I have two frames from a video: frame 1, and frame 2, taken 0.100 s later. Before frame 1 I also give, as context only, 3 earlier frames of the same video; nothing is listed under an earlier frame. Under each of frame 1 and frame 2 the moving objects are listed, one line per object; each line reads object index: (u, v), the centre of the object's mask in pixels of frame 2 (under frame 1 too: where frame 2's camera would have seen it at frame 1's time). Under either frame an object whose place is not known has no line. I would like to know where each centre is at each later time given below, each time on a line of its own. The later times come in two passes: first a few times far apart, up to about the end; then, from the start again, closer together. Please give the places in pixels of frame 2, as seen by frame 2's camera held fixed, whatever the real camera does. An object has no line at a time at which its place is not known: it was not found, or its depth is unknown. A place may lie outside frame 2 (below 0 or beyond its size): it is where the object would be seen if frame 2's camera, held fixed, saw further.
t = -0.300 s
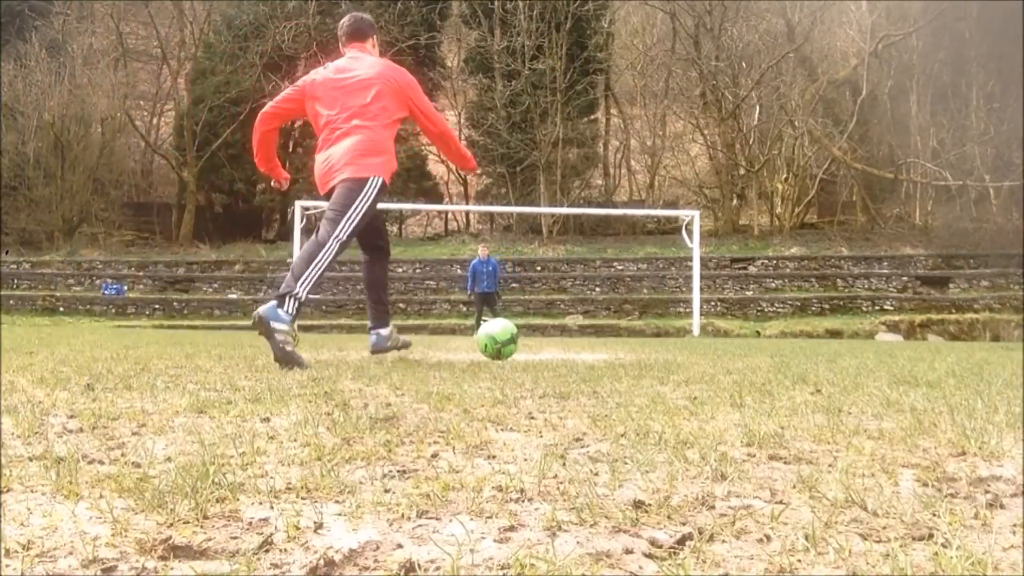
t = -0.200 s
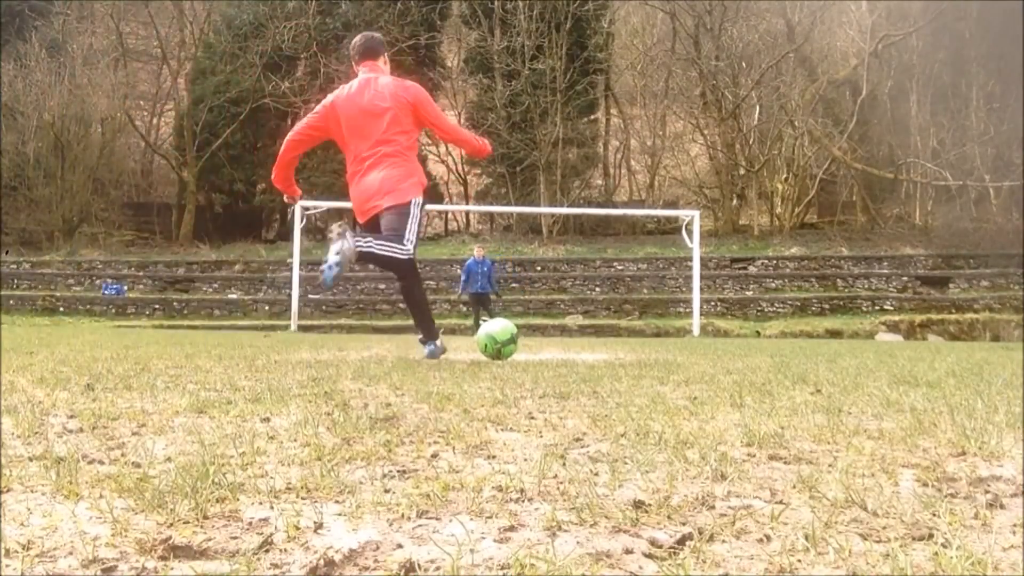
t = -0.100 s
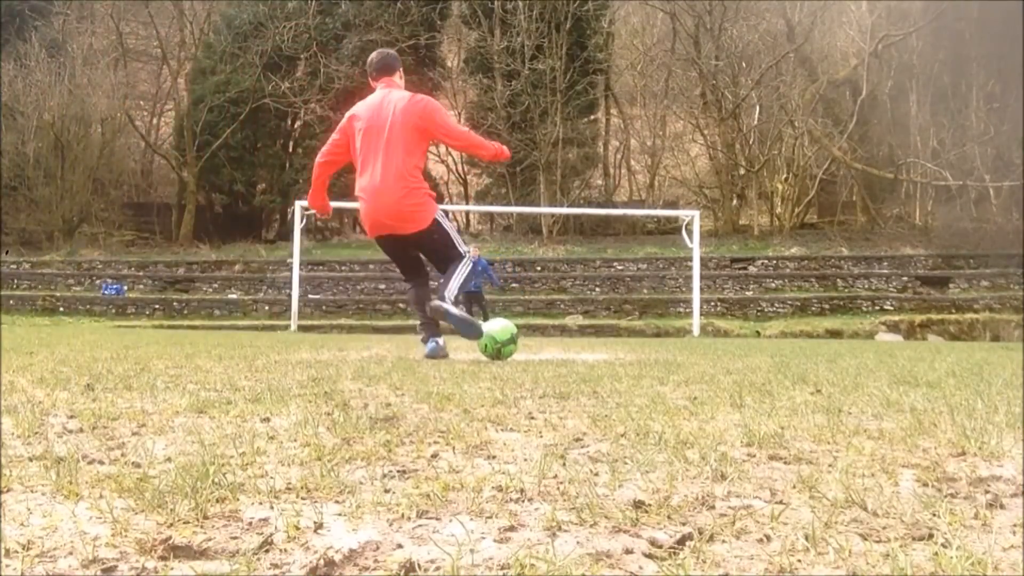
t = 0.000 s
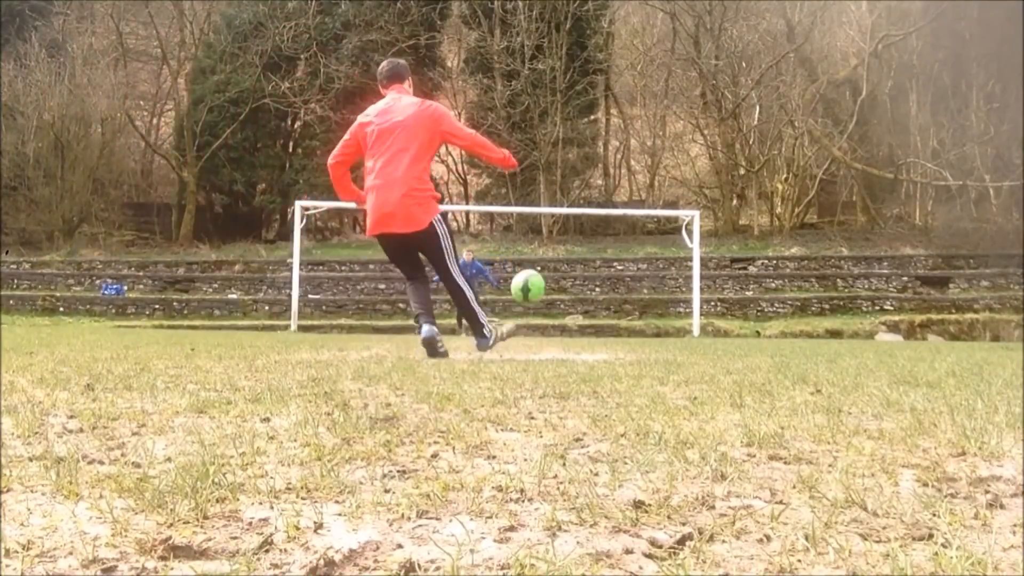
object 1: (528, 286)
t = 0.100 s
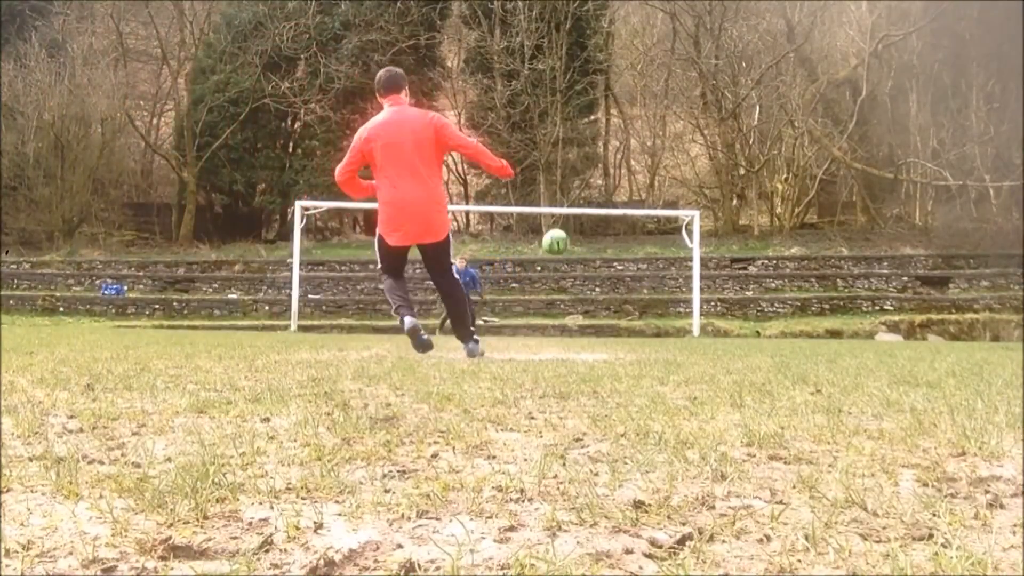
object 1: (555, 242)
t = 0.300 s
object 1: (579, 216)
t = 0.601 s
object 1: (588, 230)
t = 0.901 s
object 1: (588, 269)
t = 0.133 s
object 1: (561, 233)
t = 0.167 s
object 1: (566, 227)
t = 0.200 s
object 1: (570, 223)
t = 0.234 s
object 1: (574, 221)
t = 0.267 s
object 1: (576, 219)
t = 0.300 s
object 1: (579, 216)
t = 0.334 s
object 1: (581, 215)
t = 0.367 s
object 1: (583, 215)
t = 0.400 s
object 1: (584, 216)
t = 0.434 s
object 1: (585, 218)
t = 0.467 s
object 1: (586, 219)
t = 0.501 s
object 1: (587, 221)
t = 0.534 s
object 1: (588, 223)
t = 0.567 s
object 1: (589, 227)
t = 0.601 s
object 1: (588, 230)
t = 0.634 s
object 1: (589, 233)
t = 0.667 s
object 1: (589, 237)
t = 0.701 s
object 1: (589, 240)
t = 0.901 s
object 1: (588, 269)
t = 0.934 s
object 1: (587, 274)
